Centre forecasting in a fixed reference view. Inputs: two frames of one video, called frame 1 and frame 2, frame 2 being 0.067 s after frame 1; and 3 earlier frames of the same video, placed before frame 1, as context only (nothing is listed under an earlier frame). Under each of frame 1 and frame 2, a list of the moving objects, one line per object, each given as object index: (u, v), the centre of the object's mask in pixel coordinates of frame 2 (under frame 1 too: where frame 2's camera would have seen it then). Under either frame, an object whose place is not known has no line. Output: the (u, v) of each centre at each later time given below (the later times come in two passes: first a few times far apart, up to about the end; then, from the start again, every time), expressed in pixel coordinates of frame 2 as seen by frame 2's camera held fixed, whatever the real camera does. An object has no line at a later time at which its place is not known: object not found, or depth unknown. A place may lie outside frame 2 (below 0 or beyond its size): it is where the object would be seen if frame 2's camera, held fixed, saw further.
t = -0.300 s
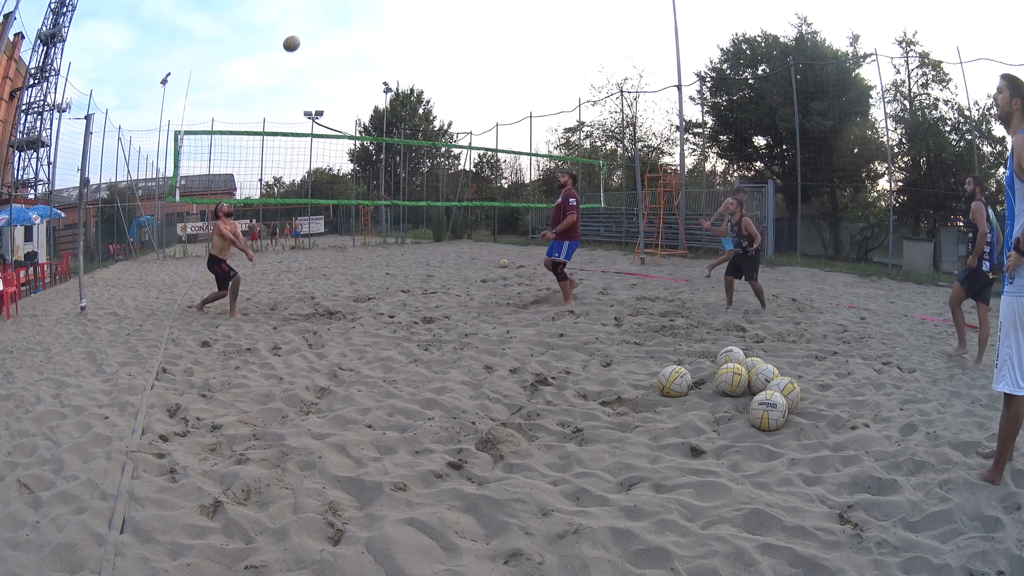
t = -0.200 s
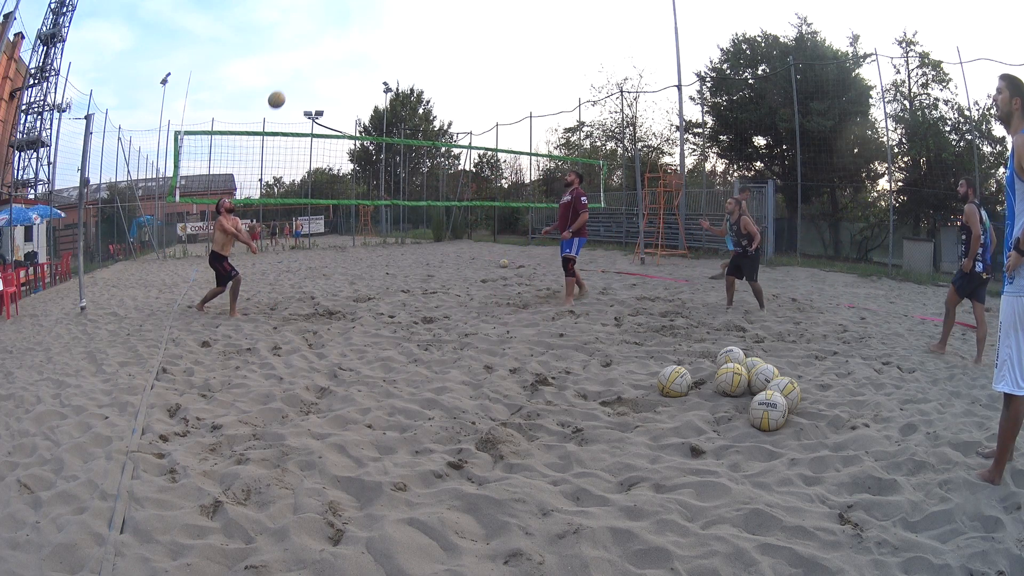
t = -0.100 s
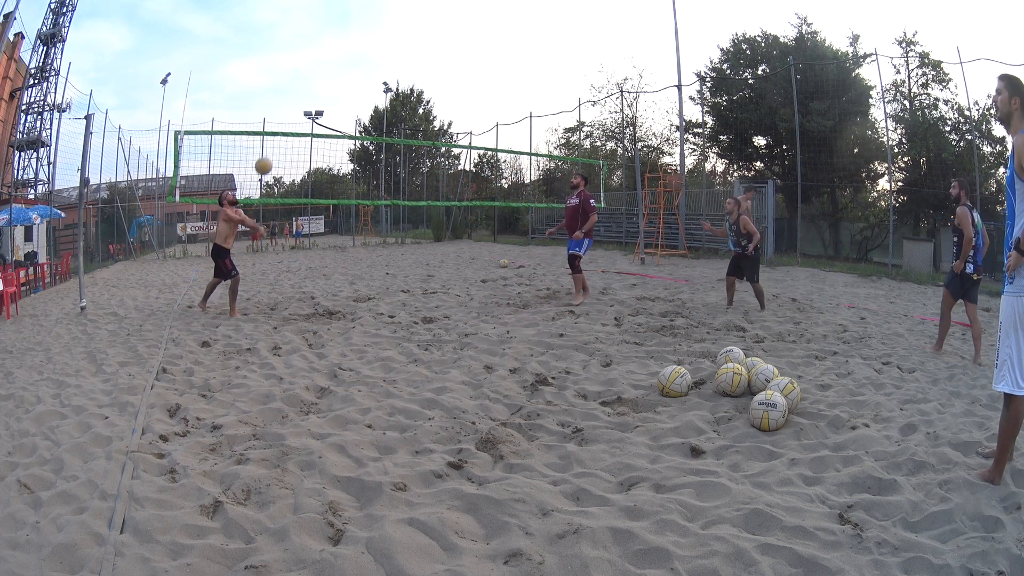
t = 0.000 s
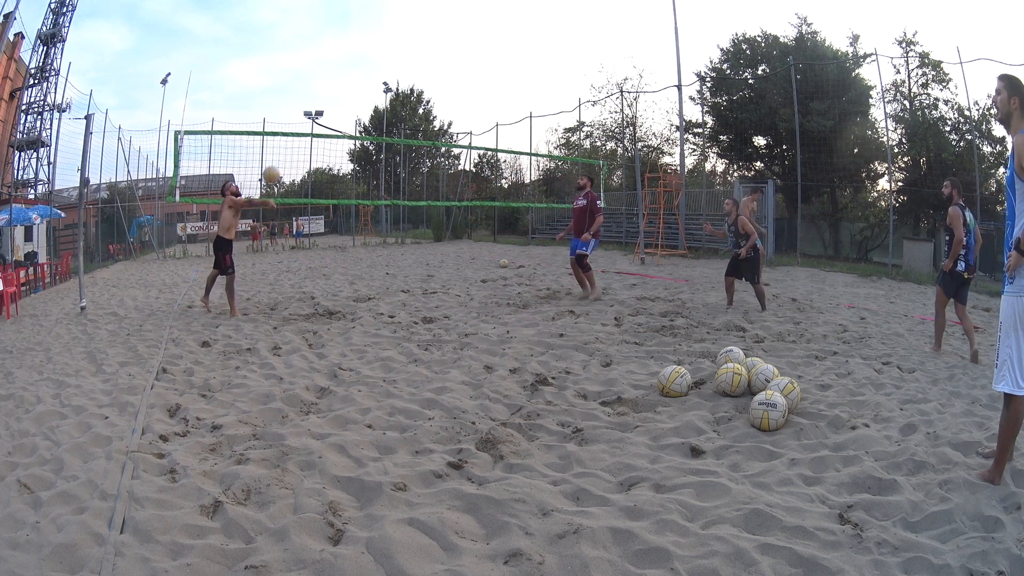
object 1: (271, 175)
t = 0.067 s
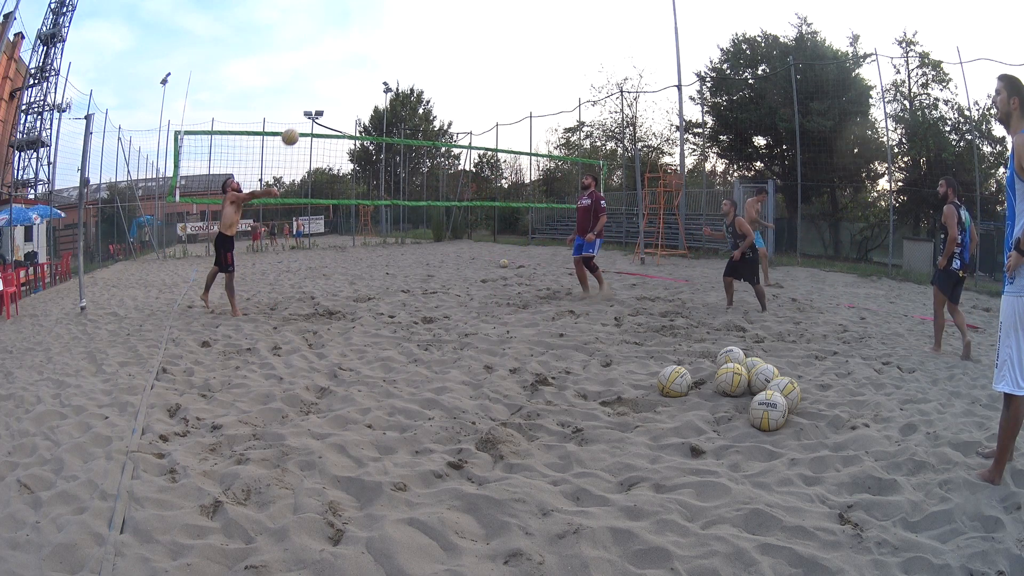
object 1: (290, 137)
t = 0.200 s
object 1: (329, 78)
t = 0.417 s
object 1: (385, 21)
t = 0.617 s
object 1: (429, 5)
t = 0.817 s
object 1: (467, 11)
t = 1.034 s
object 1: (503, 45)
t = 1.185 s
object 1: (525, 85)
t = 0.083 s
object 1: (295, 128)
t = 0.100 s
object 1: (300, 120)
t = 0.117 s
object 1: (305, 112)
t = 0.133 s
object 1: (310, 104)
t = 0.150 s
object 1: (314, 98)
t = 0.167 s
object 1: (319, 91)
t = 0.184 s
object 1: (324, 84)
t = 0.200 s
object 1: (329, 78)
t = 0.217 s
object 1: (333, 72)
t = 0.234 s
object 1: (338, 66)
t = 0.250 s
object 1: (343, 60)
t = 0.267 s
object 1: (347, 55)
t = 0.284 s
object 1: (352, 51)
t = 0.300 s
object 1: (356, 46)
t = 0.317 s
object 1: (361, 42)
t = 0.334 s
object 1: (365, 38)
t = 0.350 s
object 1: (369, 34)
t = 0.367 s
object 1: (373, 30)
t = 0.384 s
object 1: (377, 27)
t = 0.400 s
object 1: (381, 24)
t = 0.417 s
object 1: (385, 21)
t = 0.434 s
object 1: (389, 18)
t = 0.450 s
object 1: (393, 16)
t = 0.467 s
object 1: (397, 14)
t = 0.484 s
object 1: (401, 12)
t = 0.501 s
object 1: (404, 10)
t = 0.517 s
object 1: (408, 8)
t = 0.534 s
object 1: (412, 7)
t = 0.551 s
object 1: (415, 6)
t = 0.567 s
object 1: (419, 6)
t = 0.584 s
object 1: (422, 5)
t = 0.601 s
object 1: (426, 5)
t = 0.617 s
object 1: (429, 5)
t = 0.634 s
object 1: (432, 5)
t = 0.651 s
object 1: (436, 5)
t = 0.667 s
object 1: (439, 5)
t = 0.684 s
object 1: (442, 5)
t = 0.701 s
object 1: (445, 5)
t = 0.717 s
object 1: (449, 5)
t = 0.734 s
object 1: (452, 6)
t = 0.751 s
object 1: (455, 6)
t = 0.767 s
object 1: (458, 7)
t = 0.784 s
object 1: (461, 8)
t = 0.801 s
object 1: (464, 10)
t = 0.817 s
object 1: (467, 11)
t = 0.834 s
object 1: (470, 13)
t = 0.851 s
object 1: (473, 15)
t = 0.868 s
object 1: (476, 17)
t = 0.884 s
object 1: (478, 19)
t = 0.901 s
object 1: (481, 21)
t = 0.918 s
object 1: (484, 24)
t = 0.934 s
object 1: (487, 26)
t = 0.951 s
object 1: (489, 29)
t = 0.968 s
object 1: (492, 32)
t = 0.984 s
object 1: (495, 35)
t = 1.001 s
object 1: (498, 38)
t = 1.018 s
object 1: (500, 42)
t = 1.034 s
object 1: (503, 45)
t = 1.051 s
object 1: (505, 49)
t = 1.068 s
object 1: (508, 53)
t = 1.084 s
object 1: (511, 57)
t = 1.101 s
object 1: (513, 61)
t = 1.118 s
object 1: (516, 66)
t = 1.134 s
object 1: (518, 70)
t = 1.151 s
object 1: (521, 75)
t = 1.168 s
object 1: (523, 80)
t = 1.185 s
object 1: (525, 85)
